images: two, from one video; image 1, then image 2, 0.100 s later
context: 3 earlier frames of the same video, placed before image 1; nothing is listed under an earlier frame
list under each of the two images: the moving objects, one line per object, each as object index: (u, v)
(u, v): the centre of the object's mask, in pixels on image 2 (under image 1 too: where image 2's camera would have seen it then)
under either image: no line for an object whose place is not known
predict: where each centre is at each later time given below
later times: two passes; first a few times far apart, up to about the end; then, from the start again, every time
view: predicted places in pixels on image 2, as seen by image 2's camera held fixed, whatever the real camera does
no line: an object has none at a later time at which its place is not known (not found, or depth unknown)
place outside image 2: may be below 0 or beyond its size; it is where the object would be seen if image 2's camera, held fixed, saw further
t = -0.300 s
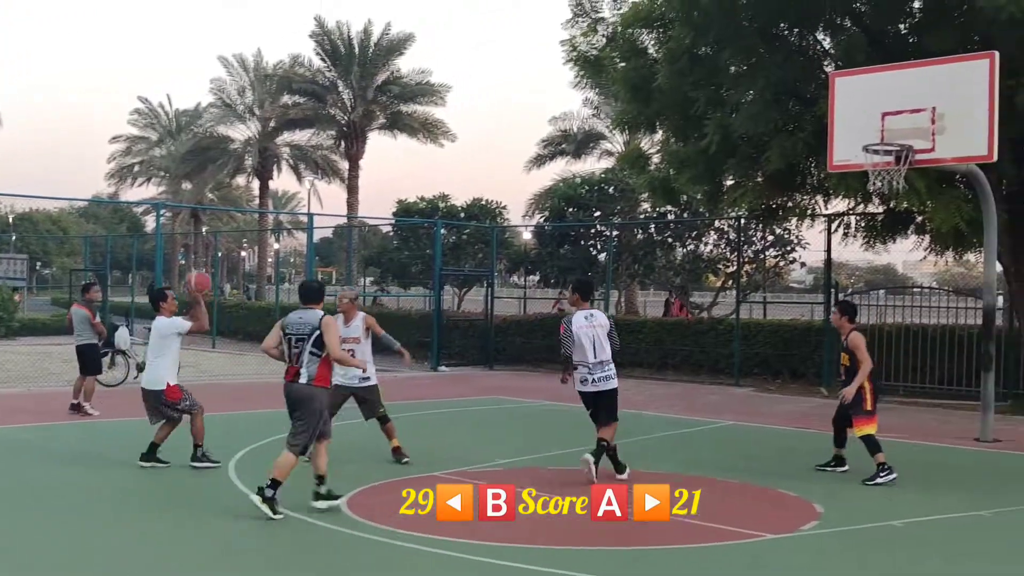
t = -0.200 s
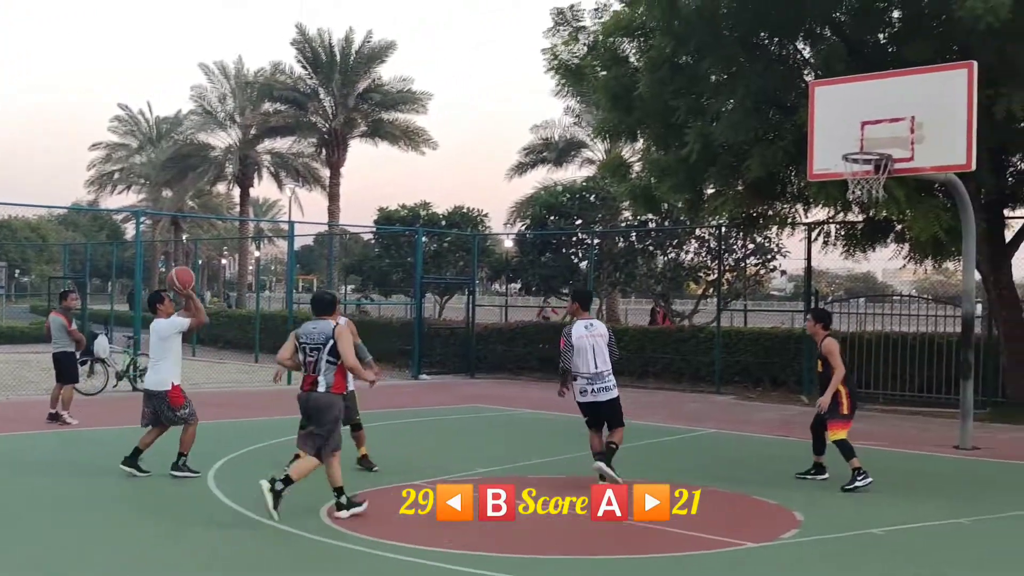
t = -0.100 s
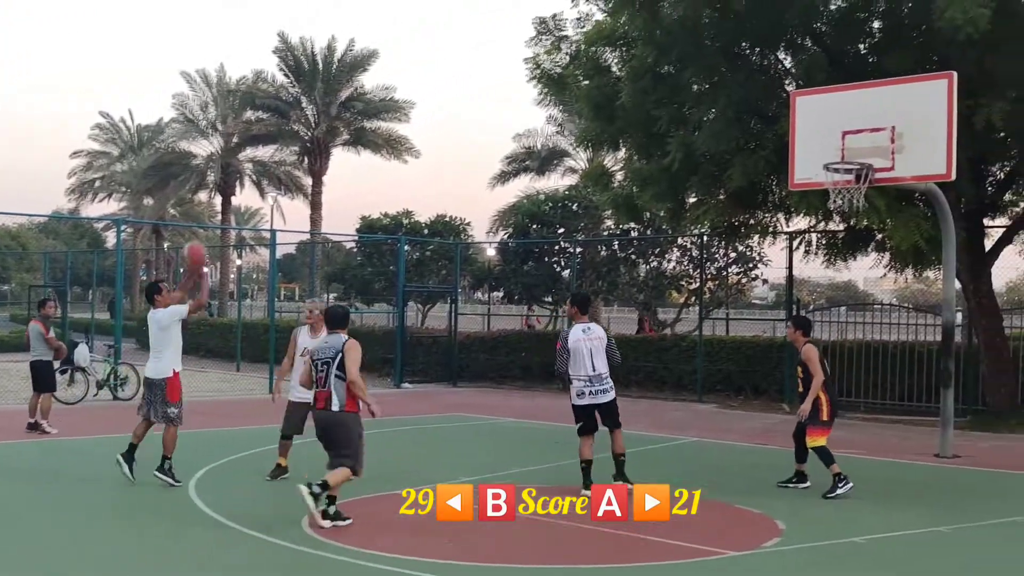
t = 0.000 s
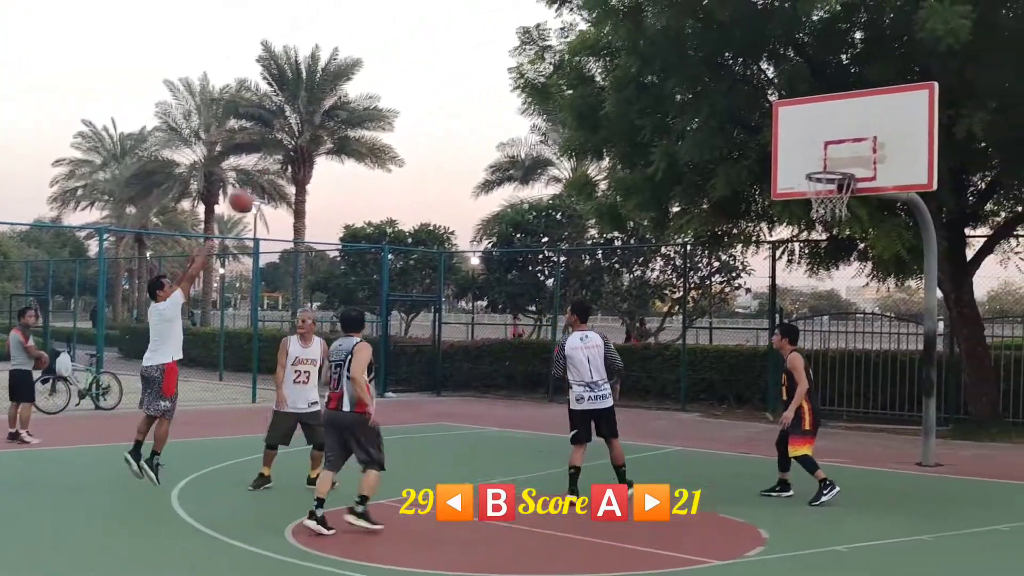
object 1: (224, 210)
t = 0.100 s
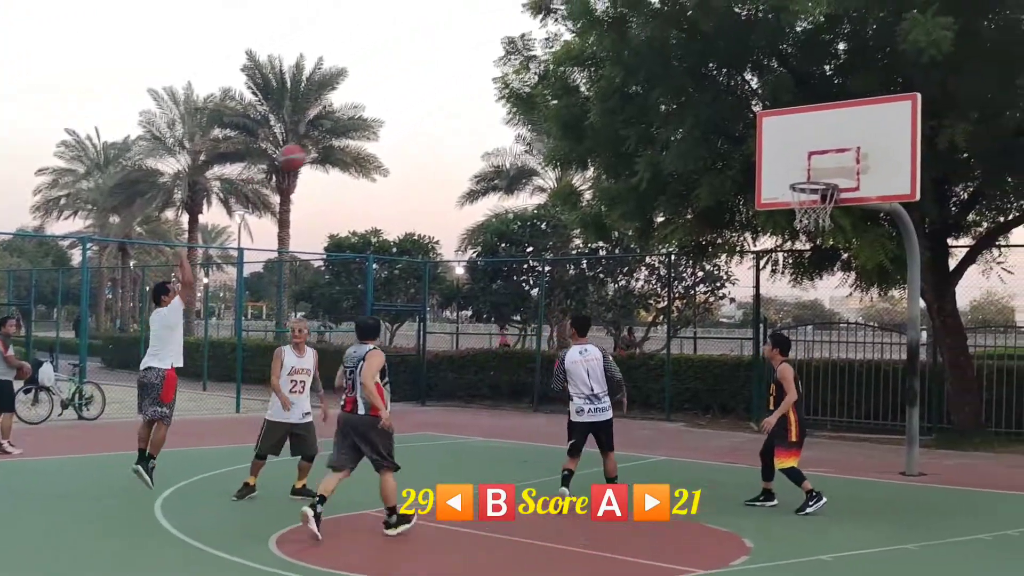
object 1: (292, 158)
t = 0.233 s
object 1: (376, 106)
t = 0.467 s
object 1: (513, 63)
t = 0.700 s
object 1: (637, 76)
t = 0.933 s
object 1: (753, 141)
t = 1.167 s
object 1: (761, 150)
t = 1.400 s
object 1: (709, 150)
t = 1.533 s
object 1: (676, 176)
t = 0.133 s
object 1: (313, 142)
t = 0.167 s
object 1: (334, 129)
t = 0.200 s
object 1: (356, 116)
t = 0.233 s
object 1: (376, 106)
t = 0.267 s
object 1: (396, 96)
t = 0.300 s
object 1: (416, 88)
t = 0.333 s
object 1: (436, 81)
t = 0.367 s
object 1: (455, 75)
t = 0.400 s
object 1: (474, 70)
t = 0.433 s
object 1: (493, 66)
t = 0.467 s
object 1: (513, 63)
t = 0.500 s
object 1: (531, 61)
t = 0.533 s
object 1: (549, 62)
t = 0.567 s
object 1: (566, 61)
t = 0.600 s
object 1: (585, 64)
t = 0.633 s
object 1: (602, 67)
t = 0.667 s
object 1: (620, 70)
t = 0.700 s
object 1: (637, 76)
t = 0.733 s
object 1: (654, 82)
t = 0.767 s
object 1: (671, 89)
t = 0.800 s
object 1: (688, 98)
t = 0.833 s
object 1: (705, 107)
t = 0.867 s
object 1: (721, 117)
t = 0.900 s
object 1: (737, 129)
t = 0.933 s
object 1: (753, 141)
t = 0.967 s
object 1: (770, 155)
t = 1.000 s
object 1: (785, 169)
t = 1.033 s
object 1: (789, 173)
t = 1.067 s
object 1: (783, 166)
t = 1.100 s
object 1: (776, 160)
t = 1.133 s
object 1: (769, 155)
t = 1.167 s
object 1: (761, 150)
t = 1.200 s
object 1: (754, 147)
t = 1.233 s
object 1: (747, 144)
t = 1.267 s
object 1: (740, 144)
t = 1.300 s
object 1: (733, 144)
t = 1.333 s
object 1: (725, 145)
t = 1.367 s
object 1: (717, 147)
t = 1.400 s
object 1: (709, 150)
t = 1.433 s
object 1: (701, 156)
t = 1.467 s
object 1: (693, 162)
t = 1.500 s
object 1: (685, 167)
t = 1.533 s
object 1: (676, 176)
